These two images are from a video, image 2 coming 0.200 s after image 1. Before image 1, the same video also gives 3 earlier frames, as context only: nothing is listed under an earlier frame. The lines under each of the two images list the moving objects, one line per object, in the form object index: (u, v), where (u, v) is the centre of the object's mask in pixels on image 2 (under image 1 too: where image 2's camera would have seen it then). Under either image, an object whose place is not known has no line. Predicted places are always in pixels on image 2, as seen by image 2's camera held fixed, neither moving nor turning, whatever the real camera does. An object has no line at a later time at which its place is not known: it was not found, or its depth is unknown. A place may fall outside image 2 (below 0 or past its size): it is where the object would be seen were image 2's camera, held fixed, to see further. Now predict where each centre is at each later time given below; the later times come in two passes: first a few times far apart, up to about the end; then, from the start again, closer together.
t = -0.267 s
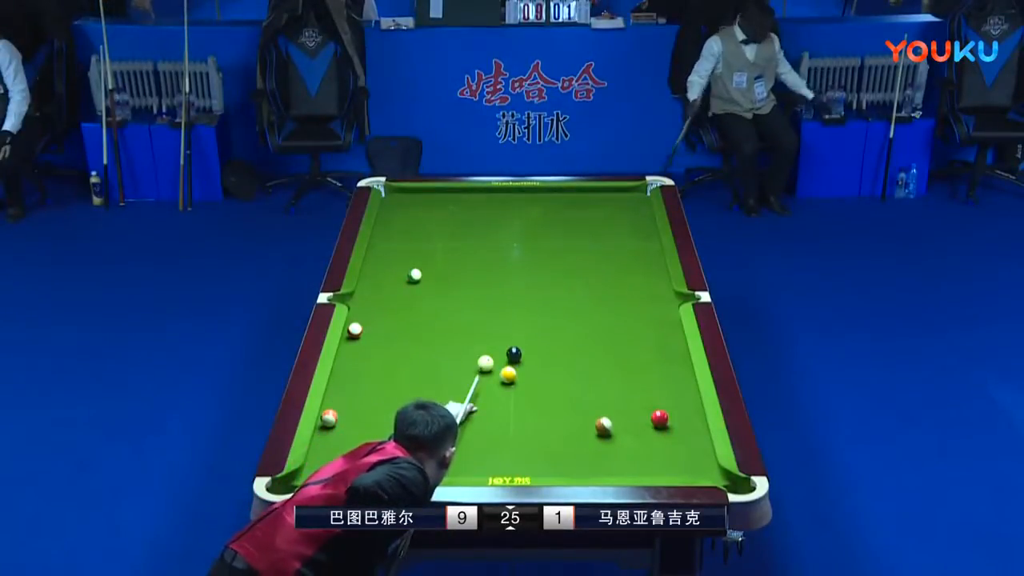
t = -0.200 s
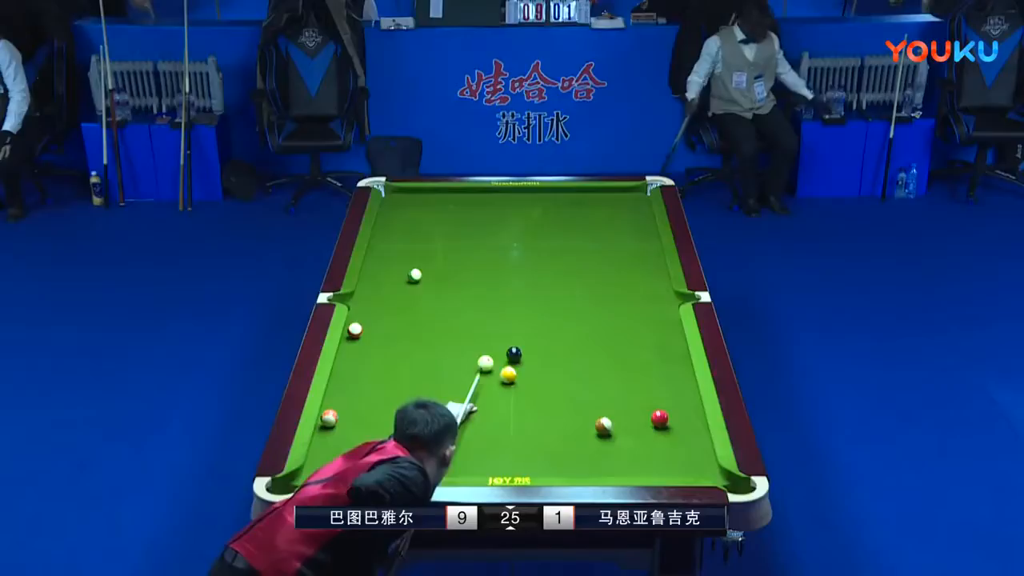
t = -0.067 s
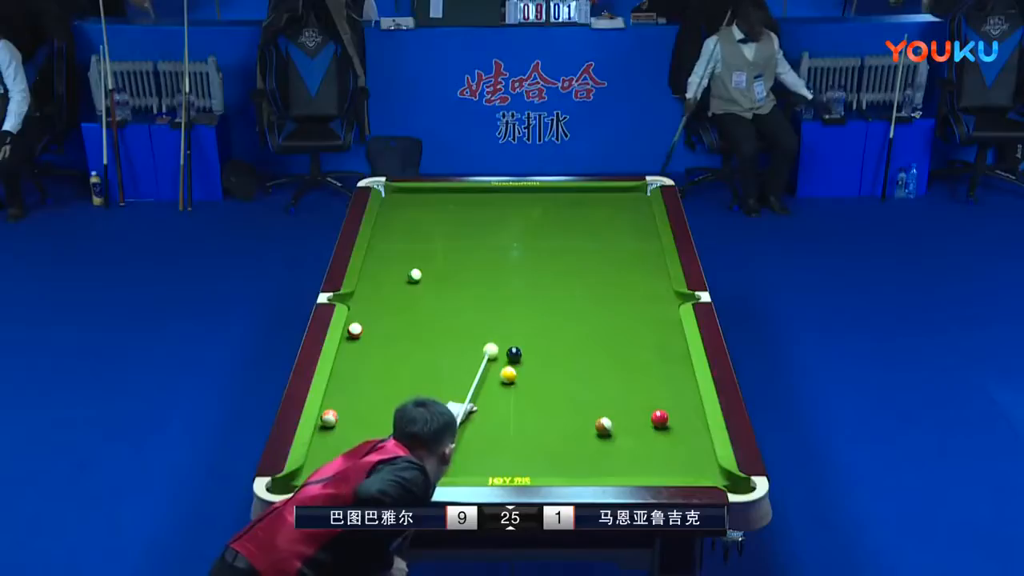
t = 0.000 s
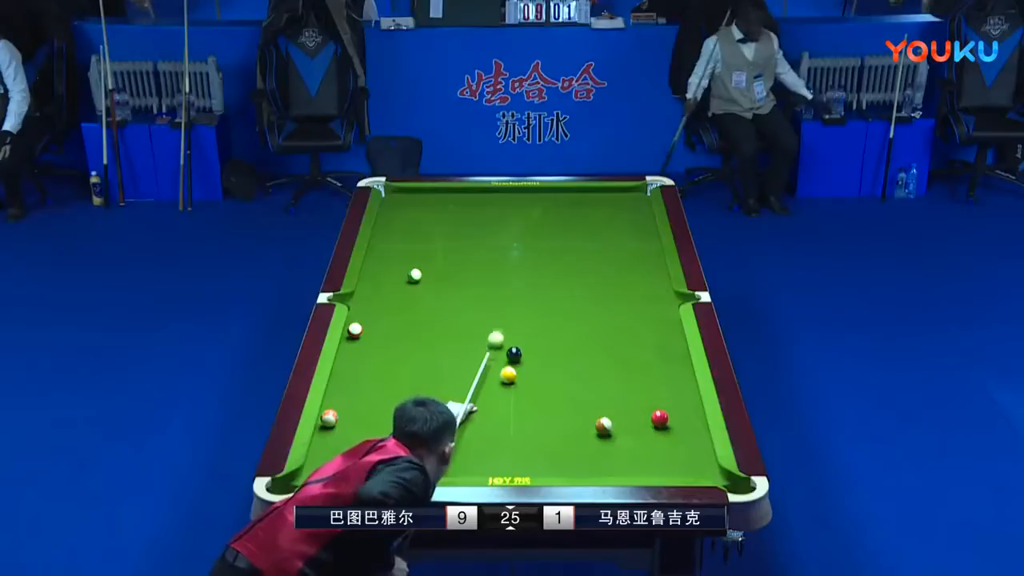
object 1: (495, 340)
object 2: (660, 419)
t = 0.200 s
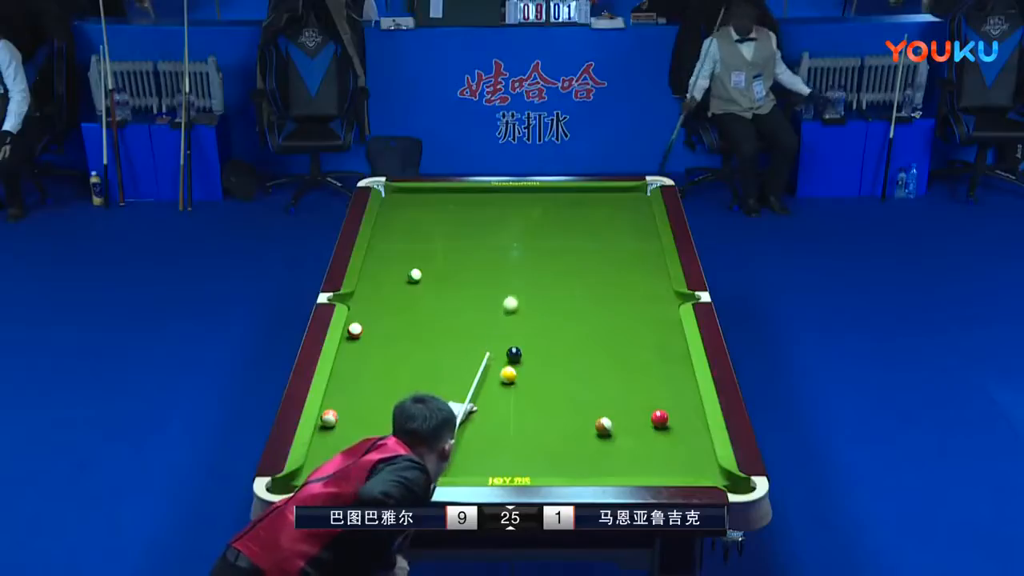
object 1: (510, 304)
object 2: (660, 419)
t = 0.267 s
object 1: (515, 294)
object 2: (660, 419)
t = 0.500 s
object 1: (530, 259)
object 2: (660, 419)
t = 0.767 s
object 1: (544, 225)
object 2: (660, 419)
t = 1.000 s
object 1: (555, 198)
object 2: (660, 419)
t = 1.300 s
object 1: (566, 205)
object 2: (660, 419)
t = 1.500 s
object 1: (573, 219)
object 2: (660, 419)
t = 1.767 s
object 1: (583, 238)
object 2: (660, 419)
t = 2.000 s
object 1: (591, 254)
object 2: (660, 419)
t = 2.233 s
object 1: (600, 271)
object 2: (660, 418)
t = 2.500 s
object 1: (610, 292)
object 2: (660, 418)
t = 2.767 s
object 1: (621, 313)
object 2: (660, 418)
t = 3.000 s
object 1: (631, 332)
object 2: (660, 418)
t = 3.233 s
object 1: (641, 352)
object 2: (660, 419)
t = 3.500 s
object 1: (653, 375)
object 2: (660, 419)
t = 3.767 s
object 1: (666, 398)
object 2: (660, 419)
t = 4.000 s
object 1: (680, 419)
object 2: (658, 419)
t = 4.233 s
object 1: (698, 438)
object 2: (652, 421)
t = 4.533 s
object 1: (700, 461)
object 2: (645, 424)
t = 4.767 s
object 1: (697, 472)
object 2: (642, 425)
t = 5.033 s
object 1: (698, 464)
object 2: (640, 425)
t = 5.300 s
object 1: (698, 455)
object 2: (639, 425)
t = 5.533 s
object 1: (699, 447)
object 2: (639, 425)
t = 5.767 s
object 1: (699, 441)
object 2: (639, 425)
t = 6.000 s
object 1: (699, 435)
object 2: (639, 425)
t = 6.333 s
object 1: (700, 429)
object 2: (639, 425)
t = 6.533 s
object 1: (698, 426)
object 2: (639, 425)
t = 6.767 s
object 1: (696, 424)
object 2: (639, 426)
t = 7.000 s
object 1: (696, 423)
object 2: (639, 426)
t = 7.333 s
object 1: (696, 422)
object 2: (639, 425)
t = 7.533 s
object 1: (695, 421)
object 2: (640, 425)
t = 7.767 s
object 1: (695, 421)
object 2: (639, 425)
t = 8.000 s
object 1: (696, 422)
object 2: (639, 425)
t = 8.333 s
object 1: (695, 421)
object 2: (639, 425)
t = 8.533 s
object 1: (696, 421)
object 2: (639, 425)
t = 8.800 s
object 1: (695, 421)
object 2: (639, 425)
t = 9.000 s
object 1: (695, 421)
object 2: (639, 425)
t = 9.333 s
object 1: (696, 421)
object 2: (639, 425)
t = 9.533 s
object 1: (696, 422)
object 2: (639, 425)
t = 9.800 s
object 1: (696, 422)
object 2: (639, 425)
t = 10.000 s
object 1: (696, 421)
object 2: (639, 425)
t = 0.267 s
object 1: (515, 294)
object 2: (660, 419)
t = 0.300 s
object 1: (517, 289)
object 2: (660, 419)
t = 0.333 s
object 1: (519, 283)
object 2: (660, 419)
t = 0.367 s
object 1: (521, 279)
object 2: (660, 419)
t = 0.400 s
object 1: (524, 273)
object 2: (660, 419)
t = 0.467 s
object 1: (528, 264)
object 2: (660, 419)
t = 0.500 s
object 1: (530, 259)
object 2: (660, 419)
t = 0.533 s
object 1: (531, 254)
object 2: (660, 419)
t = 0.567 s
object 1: (533, 250)
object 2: (660, 419)
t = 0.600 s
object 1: (535, 246)
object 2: (660, 419)
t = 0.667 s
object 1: (539, 236)
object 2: (660, 419)
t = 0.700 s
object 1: (541, 233)
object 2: (660, 419)
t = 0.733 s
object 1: (542, 228)
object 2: (660, 419)
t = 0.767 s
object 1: (544, 225)
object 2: (660, 419)
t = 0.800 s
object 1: (546, 221)
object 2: (660, 419)
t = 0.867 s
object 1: (549, 213)
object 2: (660, 419)
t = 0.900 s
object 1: (551, 209)
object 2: (660, 419)
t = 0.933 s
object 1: (552, 205)
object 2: (660, 419)
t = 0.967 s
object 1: (554, 202)
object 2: (660, 419)
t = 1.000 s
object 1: (555, 198)
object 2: (660, 419)
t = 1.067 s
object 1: (558, 192)
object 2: (660, 419)
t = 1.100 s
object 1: (560, 190)
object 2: (660, 419)
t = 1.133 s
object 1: (561, 193)
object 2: (660, 419)
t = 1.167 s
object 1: (562, 196)
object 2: (660, 419)
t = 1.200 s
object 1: (563, 199)
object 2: (660, 419)
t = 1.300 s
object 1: (566, 205)
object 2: (660, 419)
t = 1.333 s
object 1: (568, 208)
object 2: (660, 419)
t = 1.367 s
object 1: (569, 210)
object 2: (660, 419)
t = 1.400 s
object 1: (570, 212)
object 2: (660, 419)
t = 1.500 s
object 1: (573, 219)
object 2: (660, 419)
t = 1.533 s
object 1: (574, 221)
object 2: (660, 419)
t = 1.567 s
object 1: (575, 223)
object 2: (660, 419)
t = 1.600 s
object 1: (577, 226)
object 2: (660, 419)
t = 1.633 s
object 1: (578, 228)
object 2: (660, 419)
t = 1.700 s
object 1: (580, 233)
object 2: (660, 419)
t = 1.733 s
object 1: (581, 235)
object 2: (660, 419)
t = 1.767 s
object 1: (583, 238)
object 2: (660, 419)
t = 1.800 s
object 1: (584, 240)
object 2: (660, 419)
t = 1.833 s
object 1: (585, 242)
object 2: (660, 419)
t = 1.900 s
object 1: (588, 247)
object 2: (660, 419)
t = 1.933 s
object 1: (589, 249)
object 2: (660, 419)
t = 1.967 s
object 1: (590, 252)
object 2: (660, 419)
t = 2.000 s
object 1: (591, 254)
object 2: (660, 419)
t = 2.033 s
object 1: (593, 256)
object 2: (660, 419)
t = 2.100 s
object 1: (595, 261)
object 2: (660, 419)
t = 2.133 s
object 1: (596, 264)
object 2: (660, 419)
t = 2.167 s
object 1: (598, 266)
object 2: (660, 419)
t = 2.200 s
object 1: (599, 269)
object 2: (660, 419)
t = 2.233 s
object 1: (600, 271)
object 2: (660, 418)
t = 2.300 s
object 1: (603, 277)
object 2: (660, 418)
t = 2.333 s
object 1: (604, 279)
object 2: (660, 418)
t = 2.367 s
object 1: (605, 281)
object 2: (660, 418)
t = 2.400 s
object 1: (607, 284)
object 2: (660, 418)
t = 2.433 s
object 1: (608, 286)
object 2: (660, 419)
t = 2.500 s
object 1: (610, 292)
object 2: (660, 418)
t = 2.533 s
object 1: (612, 294)
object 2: (660, 419)
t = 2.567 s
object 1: (613, 297)
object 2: (660, 418)
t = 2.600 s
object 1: (615, 300)
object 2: (660, 418)
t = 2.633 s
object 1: (616, 302)
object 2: (660, 419)
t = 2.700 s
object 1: (619, 308)
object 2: (660, 418)
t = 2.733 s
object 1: (620, 310)
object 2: (660, 419)
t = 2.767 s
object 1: (621, 313)
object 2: (660, 418)
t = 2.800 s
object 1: (623, 316)
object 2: (660, 418)
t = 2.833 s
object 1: (624, 318)
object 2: (660, 418)
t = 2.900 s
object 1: (627, 324)
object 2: (660, 418)
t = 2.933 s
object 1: (628, 326)
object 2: (660, 419)
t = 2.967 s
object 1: (630, 329)
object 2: (660, 418)
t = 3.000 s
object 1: (631, 332)
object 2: (660, 418)
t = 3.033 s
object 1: (632, 335)
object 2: (660, 418)
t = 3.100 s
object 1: (636, 340)
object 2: (660, 418)
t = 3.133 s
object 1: (637, 343)
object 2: (660, 418)
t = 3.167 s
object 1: (638, 346)
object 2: (660, 419)
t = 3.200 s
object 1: (640, 349)
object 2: (660, 419)
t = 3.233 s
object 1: (641, 352)
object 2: (660, 419)
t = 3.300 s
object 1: (644, 357)
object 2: (660, 419)
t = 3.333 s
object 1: (646, 360)
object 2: (660, 419)
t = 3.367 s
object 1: (647, 363)
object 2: (660, 419)
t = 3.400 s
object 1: (649, 366)
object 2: (660, 419)
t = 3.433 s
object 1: (650, 369)
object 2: (660, 419)
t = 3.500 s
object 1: (653, 375)
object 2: (660, 419)
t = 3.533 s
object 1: (655, 378)
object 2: (660, 419)
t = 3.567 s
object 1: (657, 381)
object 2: (660, 418)
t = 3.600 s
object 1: (658, 384)
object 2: (660, 419)
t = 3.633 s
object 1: (660, 386)
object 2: (660, 419)
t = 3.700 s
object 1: (663, 392)
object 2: (660, 419)
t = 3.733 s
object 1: (665, 396)
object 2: (660, 419)
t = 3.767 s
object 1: (666, 398)
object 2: (660, 419)
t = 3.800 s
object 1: (668, 401)
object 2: (660, 419)
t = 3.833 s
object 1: (669, 404)
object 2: (660, 419)
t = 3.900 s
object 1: (673, 411)
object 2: (659, 419)
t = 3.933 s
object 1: (674, 414)
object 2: (660, 419)
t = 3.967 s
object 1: (677, 417)
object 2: (658, 419)
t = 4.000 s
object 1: (680, 419)
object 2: (658, 419)
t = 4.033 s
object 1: (682, 422)
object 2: (657, 419)
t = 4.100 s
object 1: (688, 427)
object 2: (655, 420)
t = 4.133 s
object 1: (690, 430)
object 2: (654, 420)
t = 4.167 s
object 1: (693, 433)
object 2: (653, 420)
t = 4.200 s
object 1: (696, 436)
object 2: (652, 421)
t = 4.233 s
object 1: (698, 438)
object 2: (652, 421)
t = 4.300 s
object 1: (703, 444)
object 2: (650, 422)
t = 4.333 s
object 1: (703, 447)
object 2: (649, 422)
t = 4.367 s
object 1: (702, 449)
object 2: (648, 422)
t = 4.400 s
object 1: (702, 451)
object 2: (648, 422)
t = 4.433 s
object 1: (702, 454)
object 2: (647, 423)
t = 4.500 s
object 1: (701, 459)
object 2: (646, 423)
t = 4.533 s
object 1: (700, 461)
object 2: (645, 424)
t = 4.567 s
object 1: (700, 464)
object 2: (645, 423)
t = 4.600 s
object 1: (699, 465)
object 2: (644, 424)
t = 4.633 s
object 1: (699, 467)
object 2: (644, 424)
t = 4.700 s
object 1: (698, 470)
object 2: (643, 424)
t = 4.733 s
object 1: (697, 472)
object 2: (642, 424)
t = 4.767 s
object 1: (697, 472)
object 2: (642, 425)
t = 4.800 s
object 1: (697, 471)
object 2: (642, 425)
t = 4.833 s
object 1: (697, 470)
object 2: (641, 425)
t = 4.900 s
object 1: (697, 468)
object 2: (641, 425)
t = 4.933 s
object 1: (698, 467)
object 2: (641, 425)
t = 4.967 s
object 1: (698, 466)
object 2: (640, 425)
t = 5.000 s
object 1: (698, 466)
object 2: (640, 425)
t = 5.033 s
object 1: (698, 464)
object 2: (640, 425)
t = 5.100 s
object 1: (698, 461)
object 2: (639, 425)
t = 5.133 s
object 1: (698, 461)
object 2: (639, 425)
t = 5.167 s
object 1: (698, 459)
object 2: (639, 425)
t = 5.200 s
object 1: (698, 458)
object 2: (639, 425)
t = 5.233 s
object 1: (698, 457)
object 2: (639, 425)
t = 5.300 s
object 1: (698, 455)
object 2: (639, 425)
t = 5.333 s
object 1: (698, 453)
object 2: (639, 425)
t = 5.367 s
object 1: (698, 452)
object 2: (639, 425)
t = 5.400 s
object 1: (698, 451)
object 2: (639, 425)
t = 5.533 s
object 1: (699, 447)
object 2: (639, 425)
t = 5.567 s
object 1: (698, 446)
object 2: (639, 425)
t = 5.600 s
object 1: (698, 445)
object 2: (639, 425)
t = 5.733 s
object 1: (699, 442)
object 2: (639, 425)
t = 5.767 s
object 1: (699, 441)
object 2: (639, 425)
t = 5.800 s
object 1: (699, 440)
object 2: (639, 425)
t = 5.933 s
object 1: (699, 437)
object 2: (639, 425)
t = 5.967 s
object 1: (699, 436)
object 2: (639, 425)
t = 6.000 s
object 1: (699, 435)
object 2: (639, 425)
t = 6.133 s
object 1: (699, 433)
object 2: (639, 425)
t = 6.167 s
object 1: (699, 432)
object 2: (639, 425)
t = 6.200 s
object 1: (700, 432)
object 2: (639, 425)
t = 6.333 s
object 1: (700, 429)
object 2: (639, 425)
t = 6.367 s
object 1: (699, 429)
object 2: (639, 425)
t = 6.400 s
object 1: (699, 428)
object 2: (639, 425)
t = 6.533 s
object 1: (698, 426)
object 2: (639, 425)
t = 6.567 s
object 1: (698, 426)
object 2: (639, 425)
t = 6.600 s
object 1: (698, 425)
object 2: (639, 425)
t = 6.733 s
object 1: (697, 424)
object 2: (639, 426)
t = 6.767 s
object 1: (696, 424)
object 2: (639, 426)
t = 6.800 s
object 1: (696, 423)
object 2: (639, 425)
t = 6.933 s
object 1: (696, 423)
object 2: (639, 426)
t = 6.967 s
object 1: (696, 423)
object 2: (639, 426)
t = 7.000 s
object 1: (696, 423)
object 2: (639, 426)
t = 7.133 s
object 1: (696, 422)
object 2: (639, 426)
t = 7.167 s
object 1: (696, 422)
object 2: (639, 425)
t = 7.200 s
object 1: (696, 422)
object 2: (639, 426)
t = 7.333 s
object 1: (696, 422)
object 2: (639, 425)
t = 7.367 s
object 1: (696, 422)
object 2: (639, 426)
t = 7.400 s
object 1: (696, 422)
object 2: (639, 425)
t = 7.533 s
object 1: (695, 421)
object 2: (640, 425)
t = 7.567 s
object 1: (696, 421)
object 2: (640, 425)
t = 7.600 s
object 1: (696, 421)
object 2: (640, 425)
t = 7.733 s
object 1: (695, 421)
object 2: (639, 425)
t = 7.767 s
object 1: (695, 421)
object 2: (639, 425)
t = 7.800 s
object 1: (696, 421)
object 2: (639, 425)
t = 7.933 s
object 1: (696, 422)
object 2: (640, 425)
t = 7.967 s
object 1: (696, 422)
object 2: (639, 425)
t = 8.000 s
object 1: (696, 422)
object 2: (639, 425)
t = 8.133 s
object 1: (696, 421)
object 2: (639, 425)
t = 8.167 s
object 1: (696, 421)
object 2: (639, 425)
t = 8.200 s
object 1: (696, 421)
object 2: (639, 425)
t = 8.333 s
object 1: (695, 421)
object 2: (639, 425)
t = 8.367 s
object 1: (695, 421)
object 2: (639, 425)
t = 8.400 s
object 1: (695, 421)
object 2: (639, 425)
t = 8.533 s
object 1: (696, 421)
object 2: (639, 425)
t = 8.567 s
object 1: (695, 421)
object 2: (639, 425)
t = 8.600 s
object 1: (695, 421)
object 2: (639, 425)
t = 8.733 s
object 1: (696, 421)
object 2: (639, 425)
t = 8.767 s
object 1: (695, 421)
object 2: (639, 425)
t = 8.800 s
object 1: (695, 421)
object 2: (639, 425)
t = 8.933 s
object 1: (696, 421)
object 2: (639, 425)
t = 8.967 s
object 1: (696, 422)
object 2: (639, 425)
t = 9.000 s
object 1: (695, 421)
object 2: (639, 425)
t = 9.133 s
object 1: (696, 421)
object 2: (639, 425)
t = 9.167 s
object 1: (696, 422)
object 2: (639, 425)
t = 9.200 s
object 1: (696, 421)
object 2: (639, 425)
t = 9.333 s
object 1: (696, 421)
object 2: (639, 425)
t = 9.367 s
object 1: (696, 421)
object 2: (639, 425)
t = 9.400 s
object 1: (696, 421)
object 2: (639, 425)
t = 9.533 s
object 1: (696, 422)
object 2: (639, 425)
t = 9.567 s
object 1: (696, 421)
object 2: (639, 425)
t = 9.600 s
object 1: (696, 422)
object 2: (639, 425)
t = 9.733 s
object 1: (696, 422)
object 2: (639, 425)
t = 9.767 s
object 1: (696, 422)
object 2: (639, 425)
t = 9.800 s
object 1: (696, 422)
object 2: (639, 425)
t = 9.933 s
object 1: (696, 422)
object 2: (639, 425)
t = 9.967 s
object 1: (696, 422)
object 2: (639, 425)
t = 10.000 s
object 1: (696, 421)
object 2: (639, 425)
